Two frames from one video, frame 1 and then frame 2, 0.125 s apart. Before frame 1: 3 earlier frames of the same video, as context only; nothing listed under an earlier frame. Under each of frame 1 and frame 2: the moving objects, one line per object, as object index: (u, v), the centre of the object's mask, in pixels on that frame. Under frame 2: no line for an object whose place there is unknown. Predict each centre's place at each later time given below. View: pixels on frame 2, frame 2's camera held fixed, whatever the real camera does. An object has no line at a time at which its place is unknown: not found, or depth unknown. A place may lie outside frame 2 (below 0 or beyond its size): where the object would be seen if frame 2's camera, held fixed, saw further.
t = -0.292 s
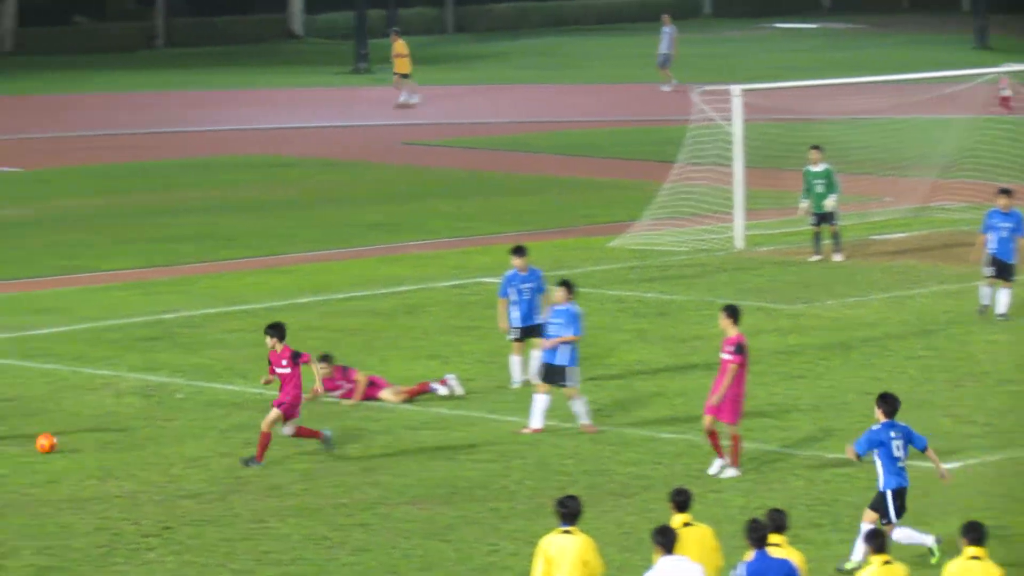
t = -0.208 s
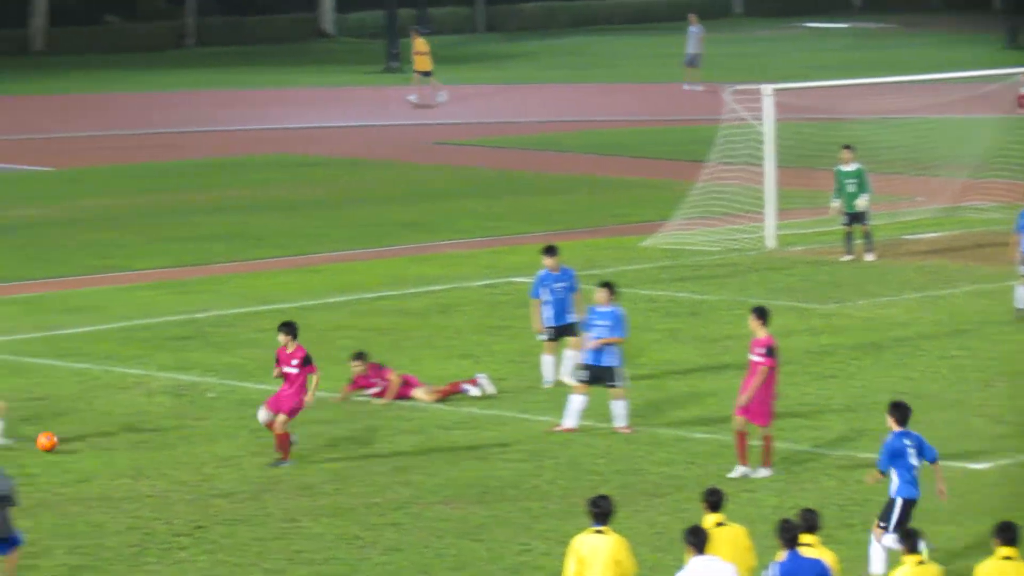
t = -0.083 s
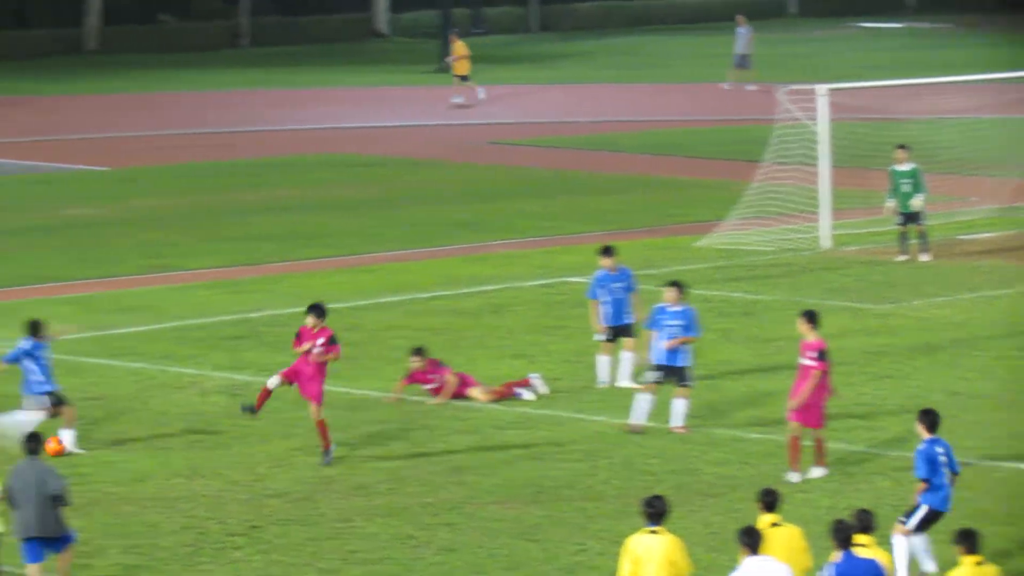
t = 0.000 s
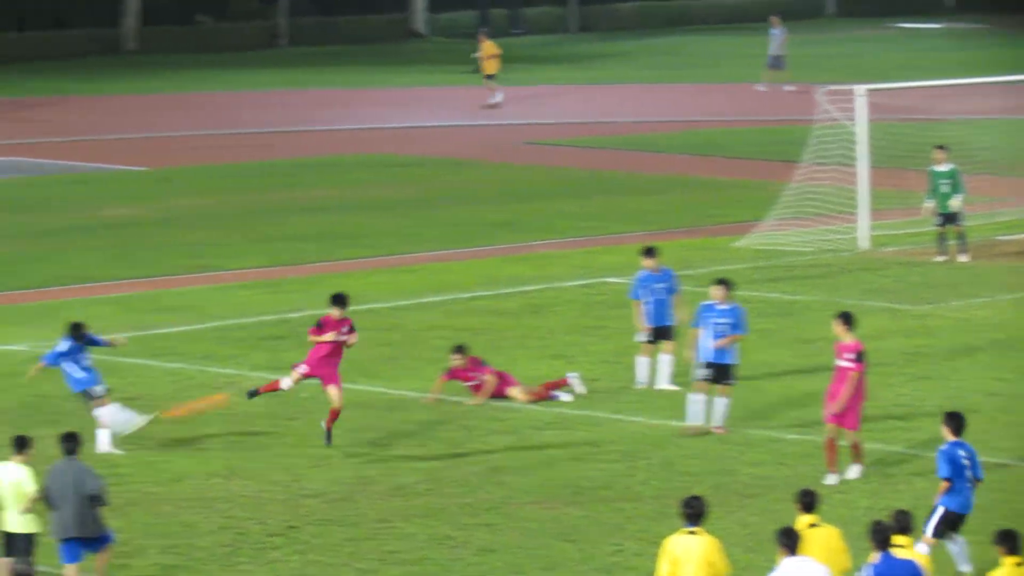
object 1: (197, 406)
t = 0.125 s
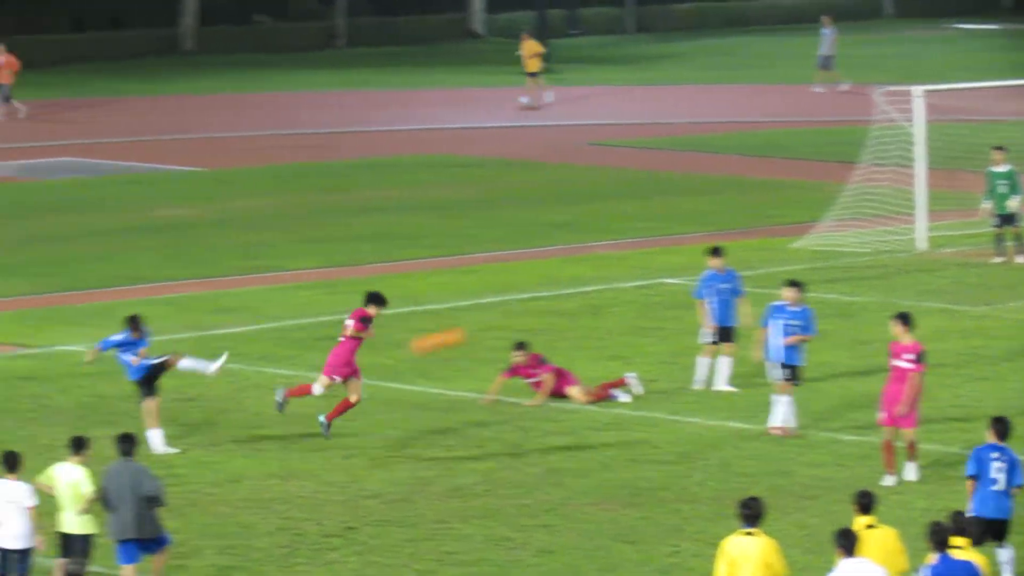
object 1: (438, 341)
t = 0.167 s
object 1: (495, 322)
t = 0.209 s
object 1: (554, 305)
